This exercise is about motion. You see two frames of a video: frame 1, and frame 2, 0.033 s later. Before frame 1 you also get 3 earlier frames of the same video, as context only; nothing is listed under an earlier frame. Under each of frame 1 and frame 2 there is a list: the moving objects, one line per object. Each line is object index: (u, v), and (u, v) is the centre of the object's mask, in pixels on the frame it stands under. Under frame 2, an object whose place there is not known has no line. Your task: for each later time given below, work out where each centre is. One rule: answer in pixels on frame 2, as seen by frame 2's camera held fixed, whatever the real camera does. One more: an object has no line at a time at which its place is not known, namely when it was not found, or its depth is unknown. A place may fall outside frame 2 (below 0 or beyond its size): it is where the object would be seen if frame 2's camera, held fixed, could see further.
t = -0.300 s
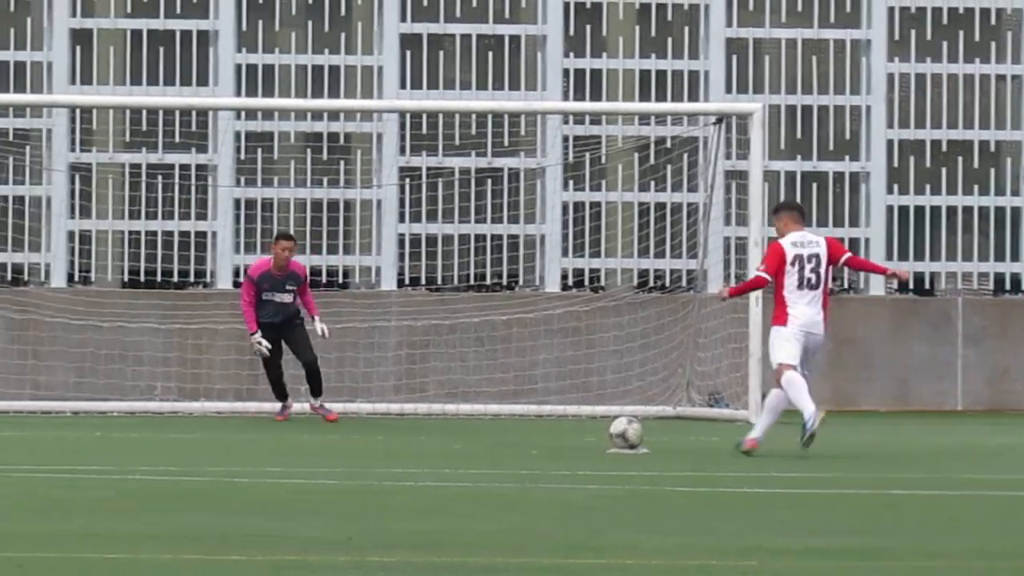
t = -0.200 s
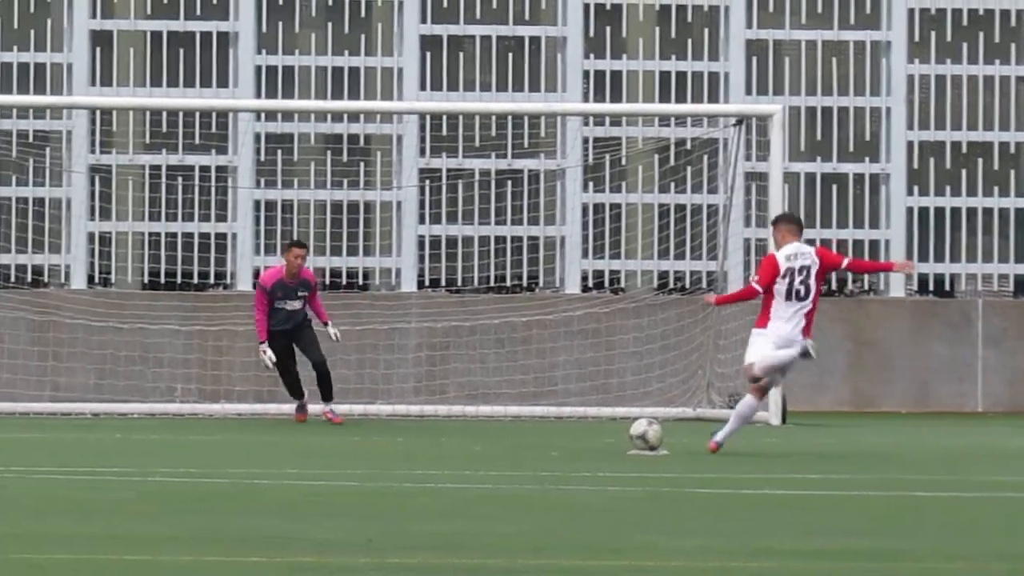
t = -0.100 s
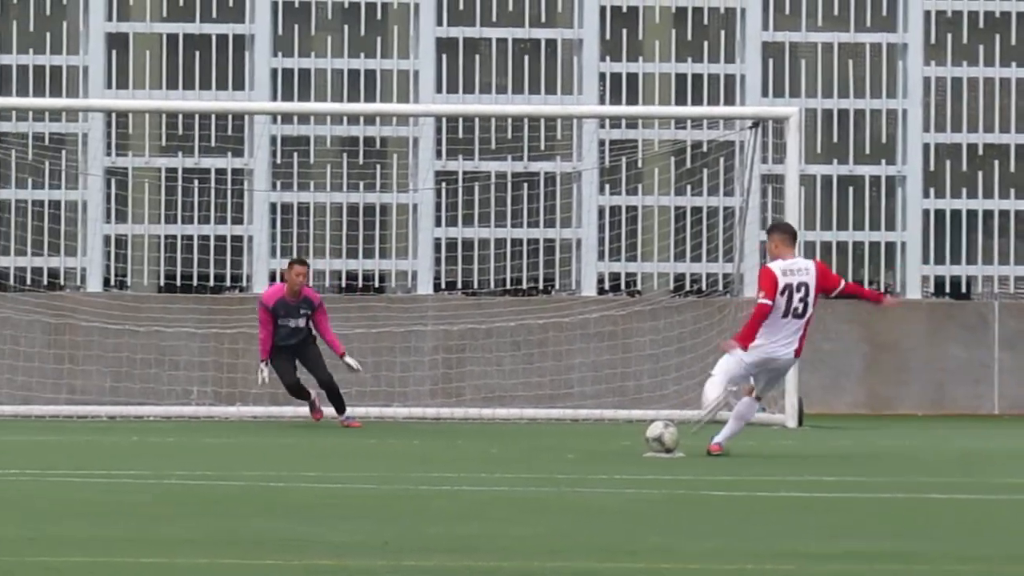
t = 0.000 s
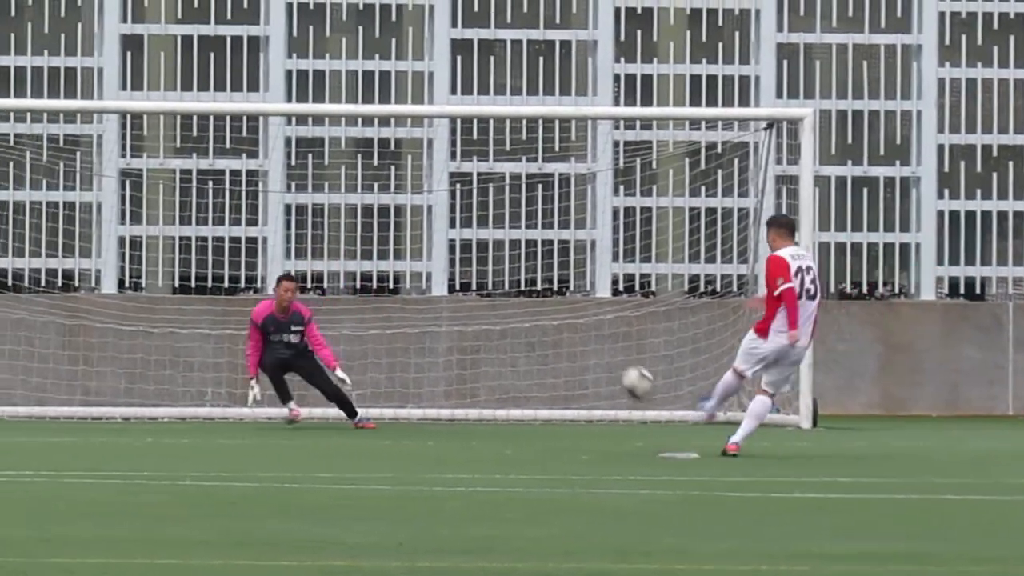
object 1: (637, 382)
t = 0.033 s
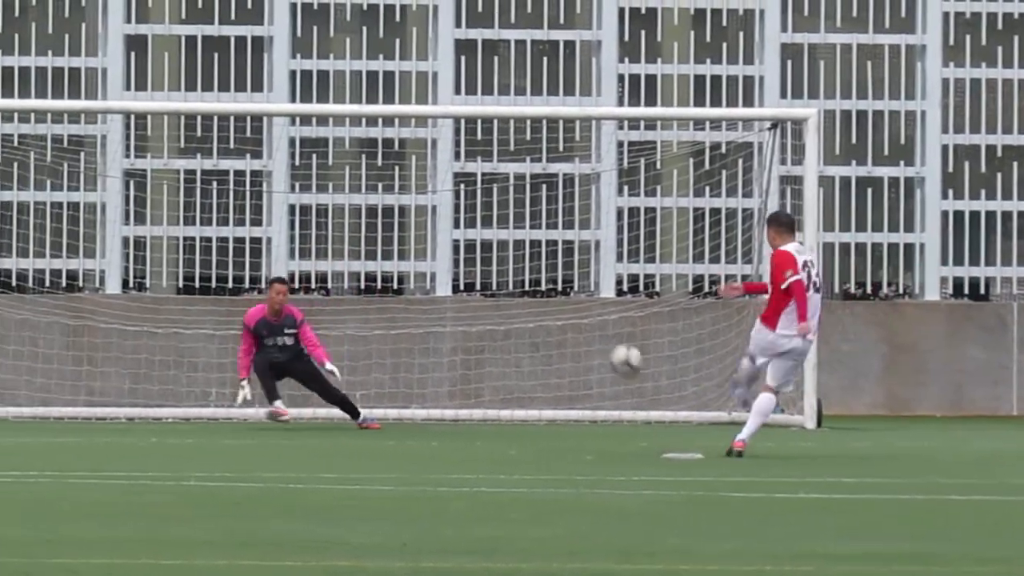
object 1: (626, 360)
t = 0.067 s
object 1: (612, 337)
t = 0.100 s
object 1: (601, 316)
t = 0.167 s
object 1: (582, 281)
